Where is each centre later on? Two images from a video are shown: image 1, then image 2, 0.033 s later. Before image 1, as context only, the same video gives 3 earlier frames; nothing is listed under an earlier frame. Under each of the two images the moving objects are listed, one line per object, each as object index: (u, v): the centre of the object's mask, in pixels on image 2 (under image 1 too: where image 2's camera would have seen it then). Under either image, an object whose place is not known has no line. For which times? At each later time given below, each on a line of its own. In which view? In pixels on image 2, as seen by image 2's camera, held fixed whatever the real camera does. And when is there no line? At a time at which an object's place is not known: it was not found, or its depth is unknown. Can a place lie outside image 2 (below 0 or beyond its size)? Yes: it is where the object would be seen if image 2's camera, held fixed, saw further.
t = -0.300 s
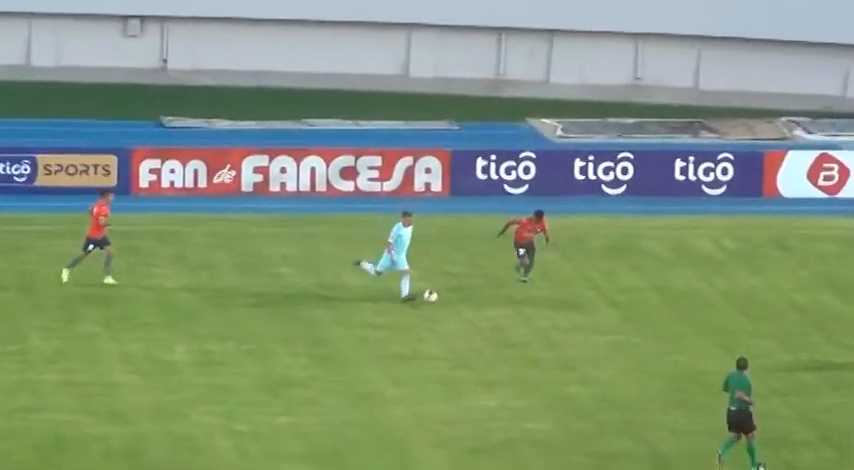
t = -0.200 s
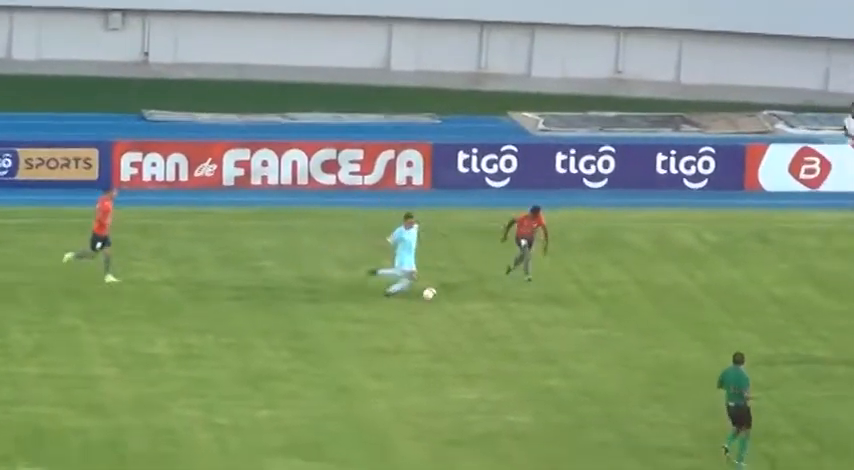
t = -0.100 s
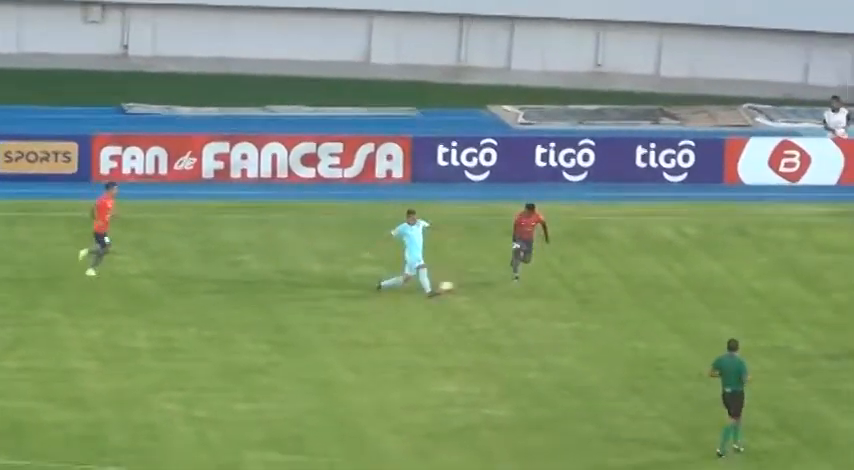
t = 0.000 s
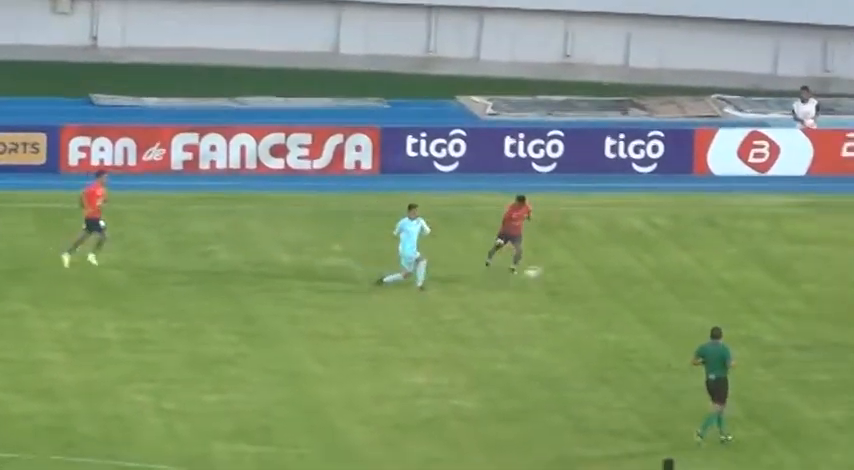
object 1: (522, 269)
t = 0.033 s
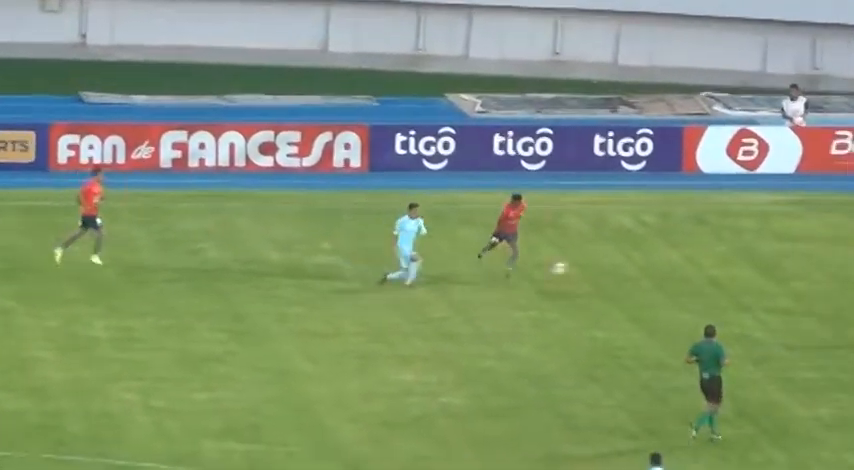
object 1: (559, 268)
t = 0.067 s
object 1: (598, 267)
